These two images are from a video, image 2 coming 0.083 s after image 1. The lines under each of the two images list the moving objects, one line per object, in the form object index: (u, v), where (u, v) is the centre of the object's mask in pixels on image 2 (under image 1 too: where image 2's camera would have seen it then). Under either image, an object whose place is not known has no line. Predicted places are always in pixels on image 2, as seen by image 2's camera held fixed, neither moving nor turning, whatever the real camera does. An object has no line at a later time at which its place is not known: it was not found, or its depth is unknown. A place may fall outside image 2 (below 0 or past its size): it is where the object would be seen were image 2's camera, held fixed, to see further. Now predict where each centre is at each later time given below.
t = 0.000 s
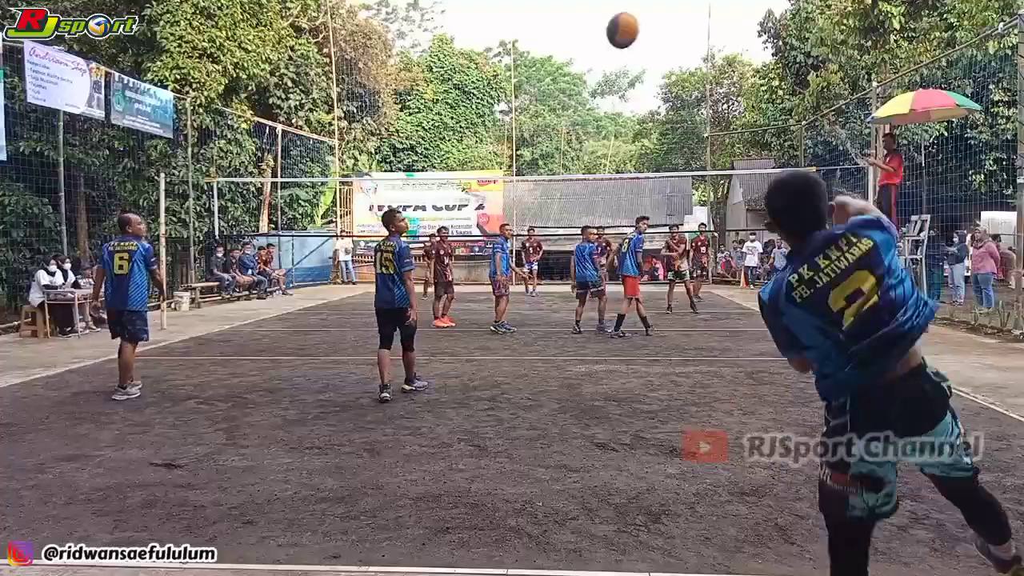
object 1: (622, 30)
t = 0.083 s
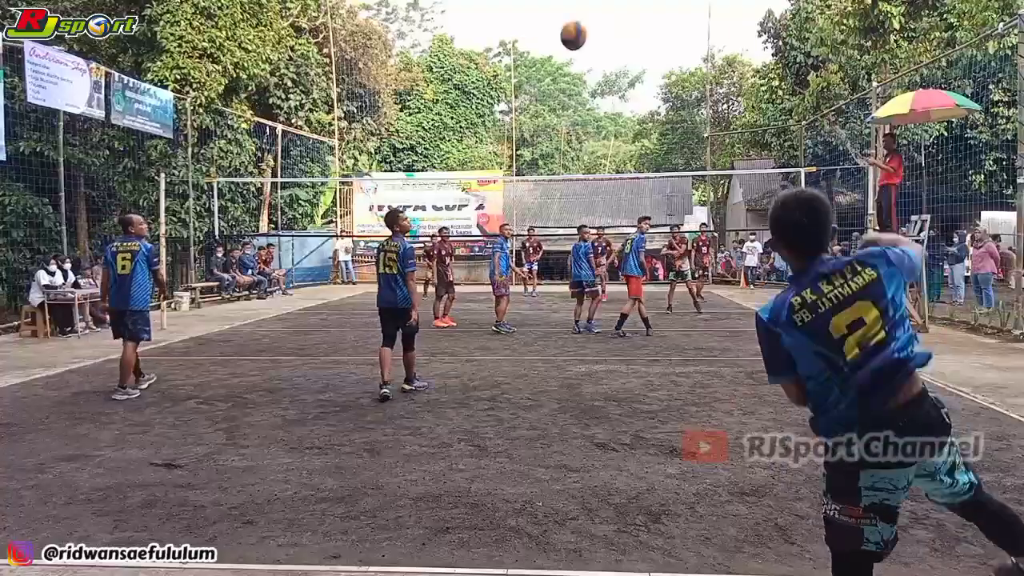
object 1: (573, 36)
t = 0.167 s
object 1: (524, 49)
